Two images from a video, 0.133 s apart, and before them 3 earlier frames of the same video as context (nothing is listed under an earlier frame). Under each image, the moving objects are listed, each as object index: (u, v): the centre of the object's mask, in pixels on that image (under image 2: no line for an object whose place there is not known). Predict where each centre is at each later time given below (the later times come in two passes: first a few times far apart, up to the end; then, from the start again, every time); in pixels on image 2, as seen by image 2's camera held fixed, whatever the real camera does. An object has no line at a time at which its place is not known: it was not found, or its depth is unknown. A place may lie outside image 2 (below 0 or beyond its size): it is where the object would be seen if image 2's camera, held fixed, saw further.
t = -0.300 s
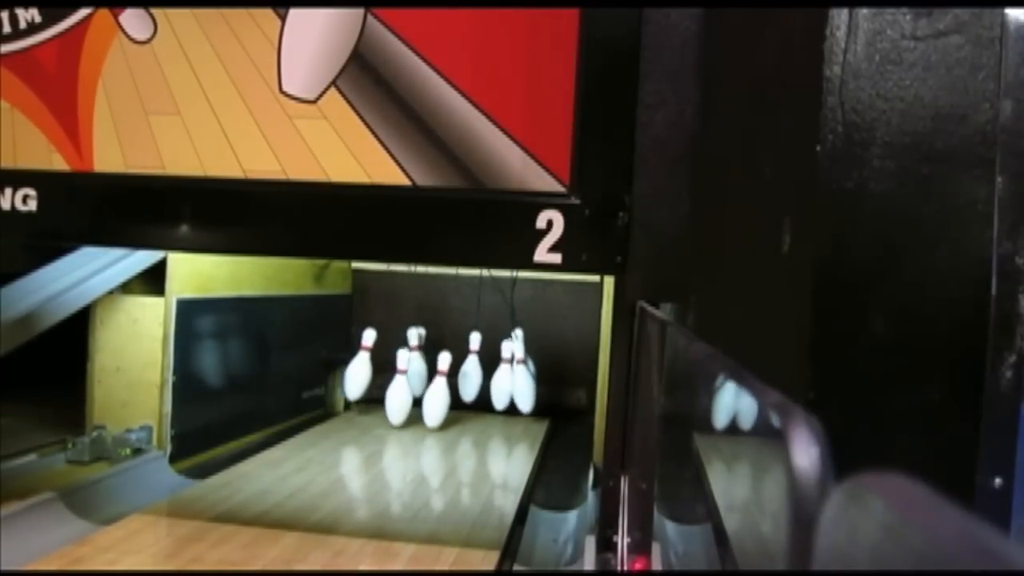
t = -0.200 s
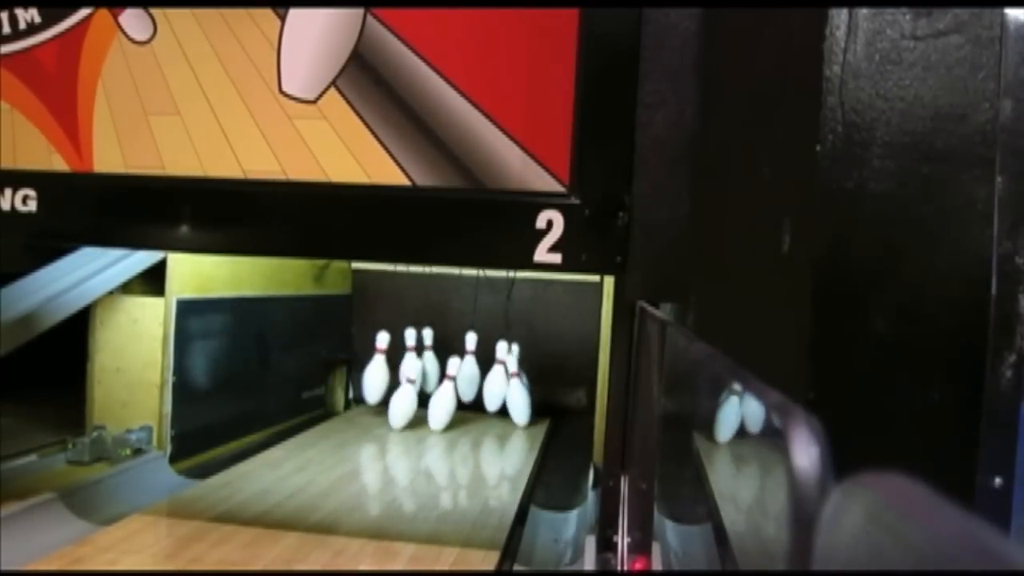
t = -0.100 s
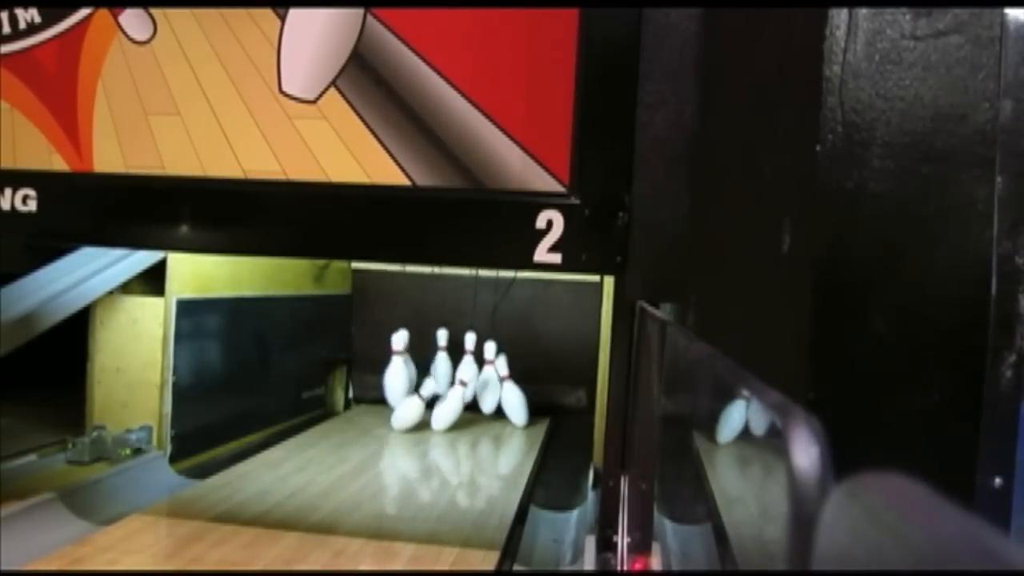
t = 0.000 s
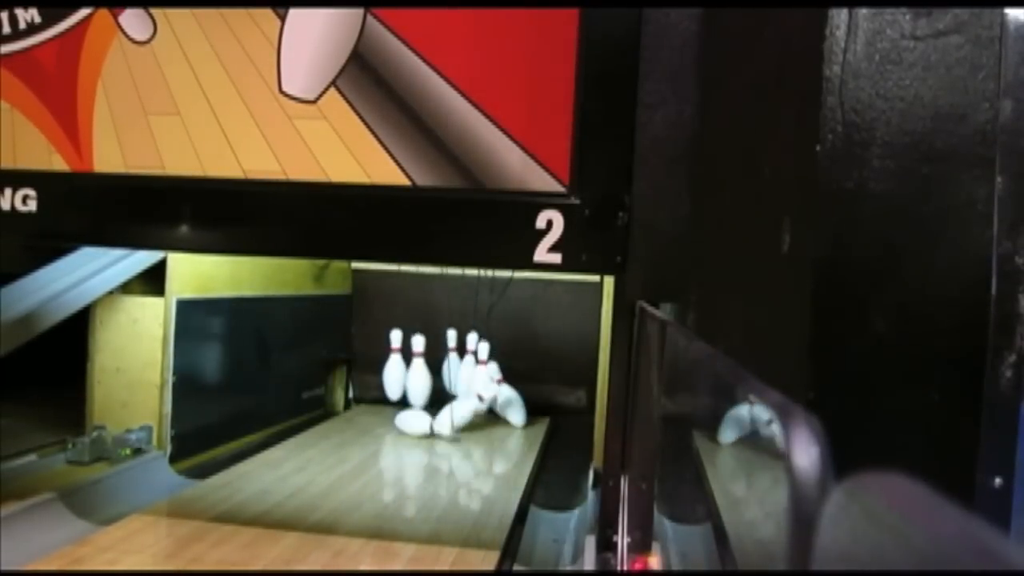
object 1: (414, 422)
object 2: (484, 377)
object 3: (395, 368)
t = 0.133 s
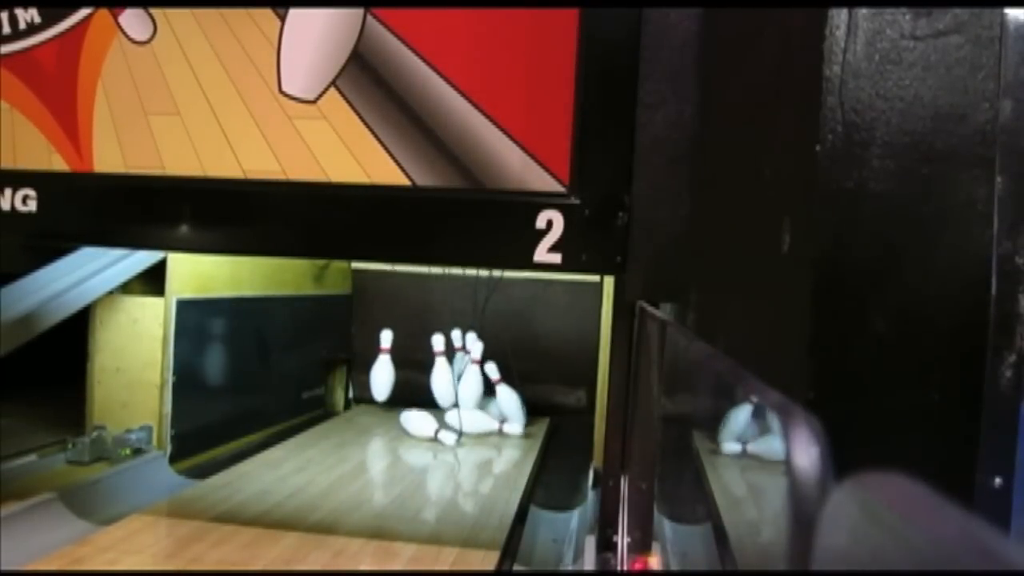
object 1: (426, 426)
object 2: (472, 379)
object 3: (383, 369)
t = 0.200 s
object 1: (426, 426)
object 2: (480, 381)
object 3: (377, 369)
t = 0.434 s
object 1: (425, 426)
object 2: (499, 380)
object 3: (363, 368)
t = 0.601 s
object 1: (420, 426)
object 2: (504, 381)
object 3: (362, 368)
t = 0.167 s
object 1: (426, 426)
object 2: (475, 380)
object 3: (380, 369)
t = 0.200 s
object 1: (426, 426)
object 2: (480, 381)
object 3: (377, 369)
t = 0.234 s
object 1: (426, 426)
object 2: (484, 382)
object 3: (374, 369)
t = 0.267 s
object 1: (426, 426)
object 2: (488, 383)
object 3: (372, 369)
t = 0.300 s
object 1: (426, 426)
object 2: (491, 382)
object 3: (369, 369)
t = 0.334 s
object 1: (426, 426)
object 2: (492, 383)
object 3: (367, 368)
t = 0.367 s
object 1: (425, 426)
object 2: (496, 380)
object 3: (366, 368)
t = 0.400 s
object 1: (425, 426)
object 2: (498, 380)
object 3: (364, 368)
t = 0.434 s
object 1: (425, 426)
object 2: (499, 380)
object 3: (363, 368)
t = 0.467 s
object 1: (425, 427)
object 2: (500, 381)
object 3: (362, 368)
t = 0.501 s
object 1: (424, 427)
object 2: (501, 381)
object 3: (361, 367)
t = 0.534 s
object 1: (422, 426)
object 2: (501, 383)
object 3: (361, 367)
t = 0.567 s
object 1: (420, 426)
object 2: (501, 384)
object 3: (361, 367)
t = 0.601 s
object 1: (420, 426)
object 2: (504, 381)
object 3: (362, 368)
